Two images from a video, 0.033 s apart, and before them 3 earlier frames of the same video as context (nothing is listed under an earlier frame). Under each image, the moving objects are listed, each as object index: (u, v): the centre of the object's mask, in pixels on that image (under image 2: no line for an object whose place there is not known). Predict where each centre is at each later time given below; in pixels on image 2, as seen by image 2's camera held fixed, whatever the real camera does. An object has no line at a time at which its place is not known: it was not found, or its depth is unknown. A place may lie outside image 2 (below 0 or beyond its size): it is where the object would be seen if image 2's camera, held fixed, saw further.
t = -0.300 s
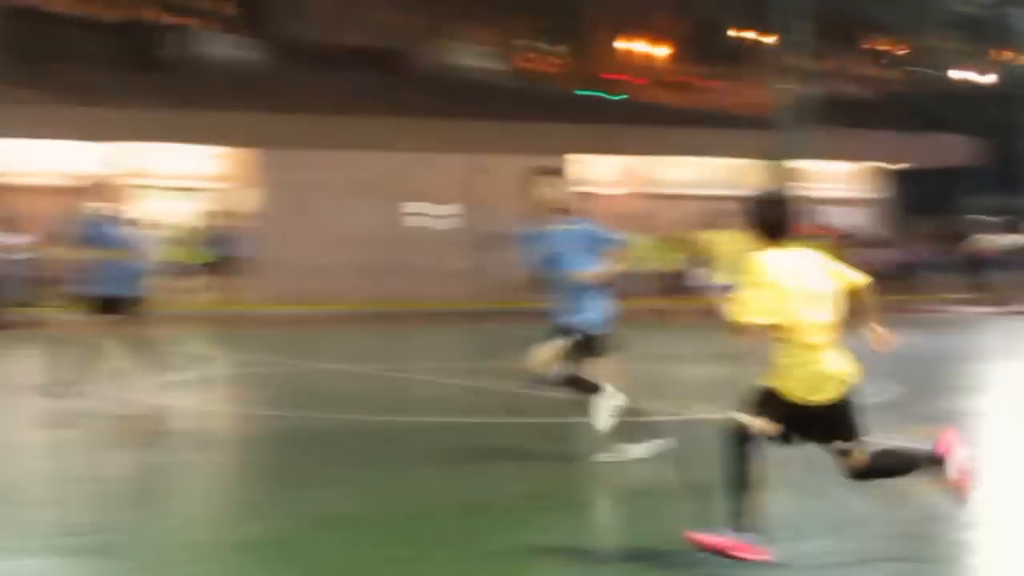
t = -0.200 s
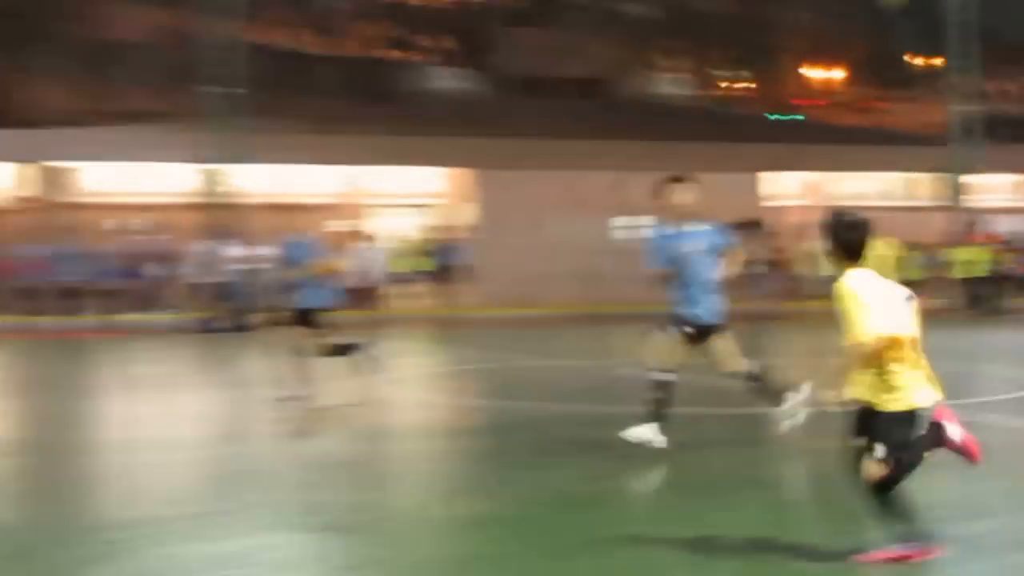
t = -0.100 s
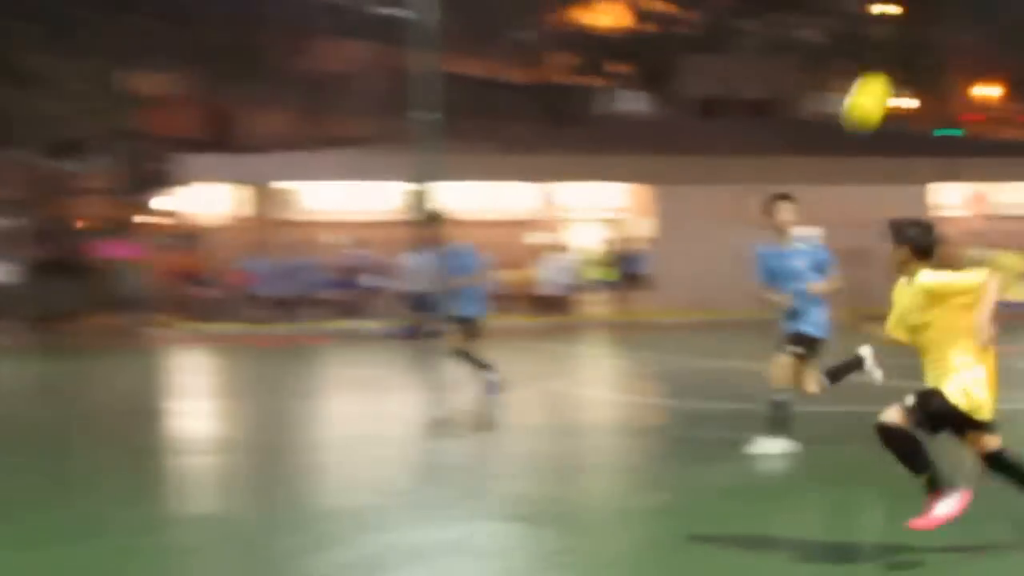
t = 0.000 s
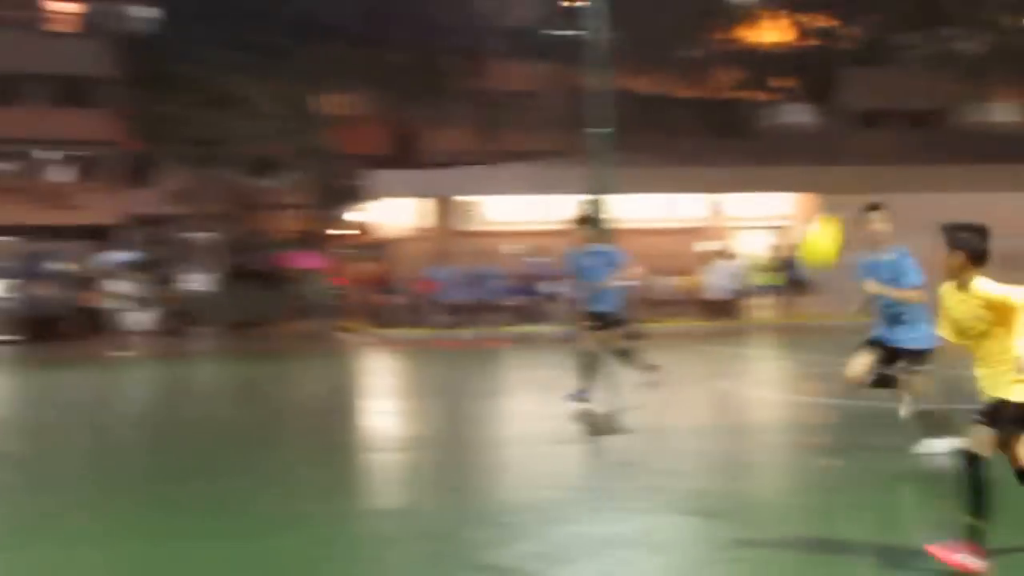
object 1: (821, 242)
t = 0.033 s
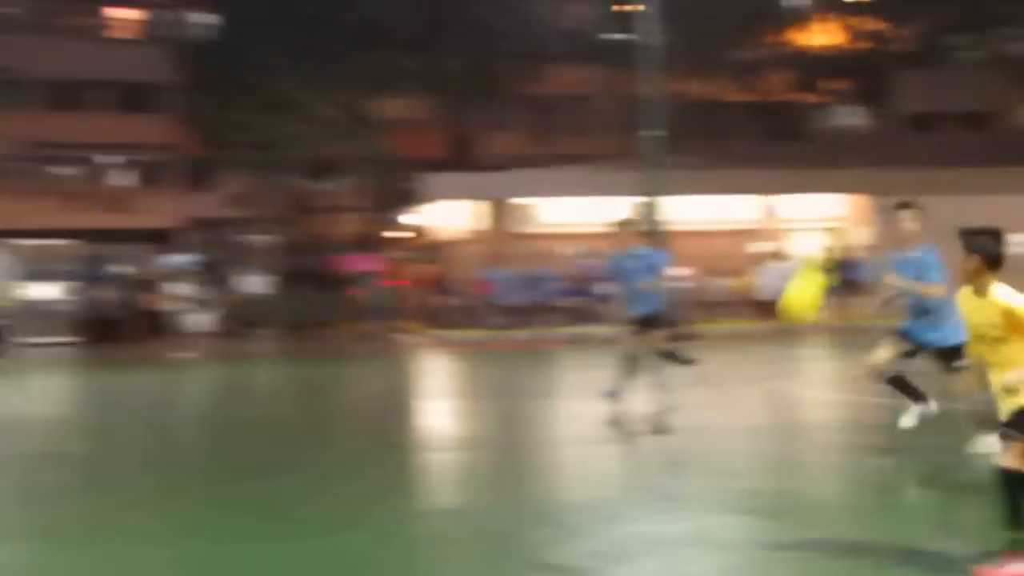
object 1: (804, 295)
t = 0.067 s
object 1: (731, 347)
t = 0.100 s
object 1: (658, 405)
